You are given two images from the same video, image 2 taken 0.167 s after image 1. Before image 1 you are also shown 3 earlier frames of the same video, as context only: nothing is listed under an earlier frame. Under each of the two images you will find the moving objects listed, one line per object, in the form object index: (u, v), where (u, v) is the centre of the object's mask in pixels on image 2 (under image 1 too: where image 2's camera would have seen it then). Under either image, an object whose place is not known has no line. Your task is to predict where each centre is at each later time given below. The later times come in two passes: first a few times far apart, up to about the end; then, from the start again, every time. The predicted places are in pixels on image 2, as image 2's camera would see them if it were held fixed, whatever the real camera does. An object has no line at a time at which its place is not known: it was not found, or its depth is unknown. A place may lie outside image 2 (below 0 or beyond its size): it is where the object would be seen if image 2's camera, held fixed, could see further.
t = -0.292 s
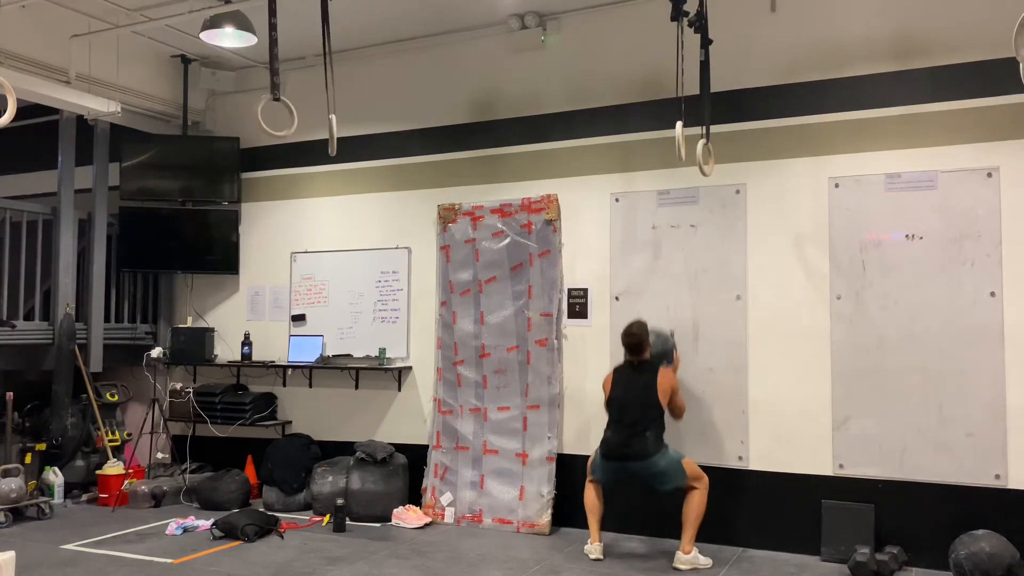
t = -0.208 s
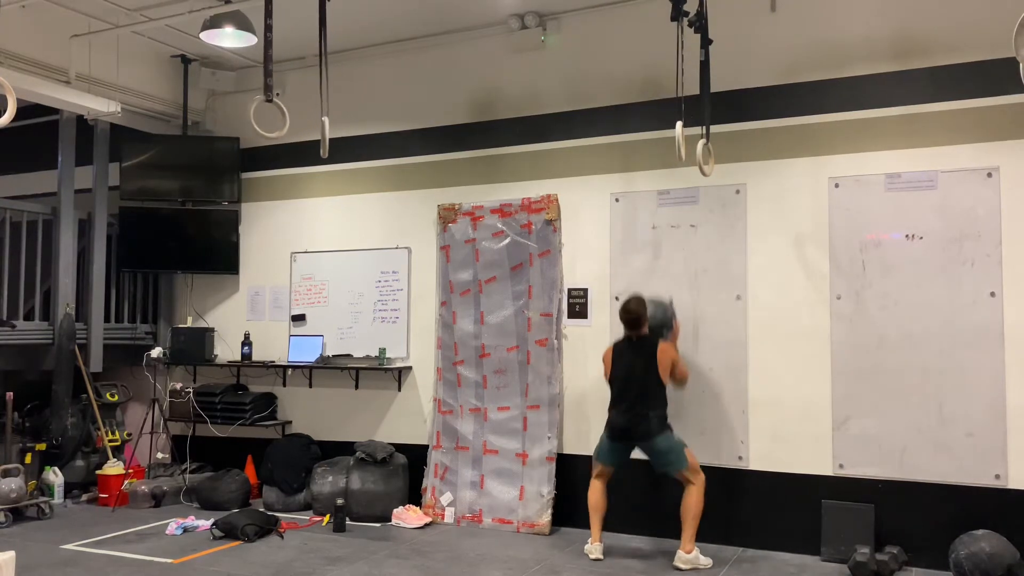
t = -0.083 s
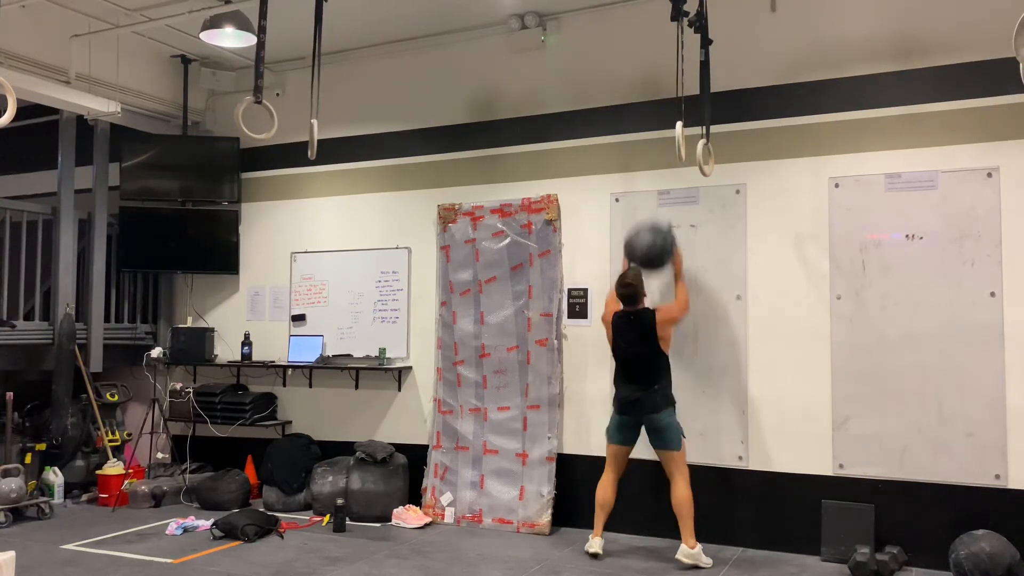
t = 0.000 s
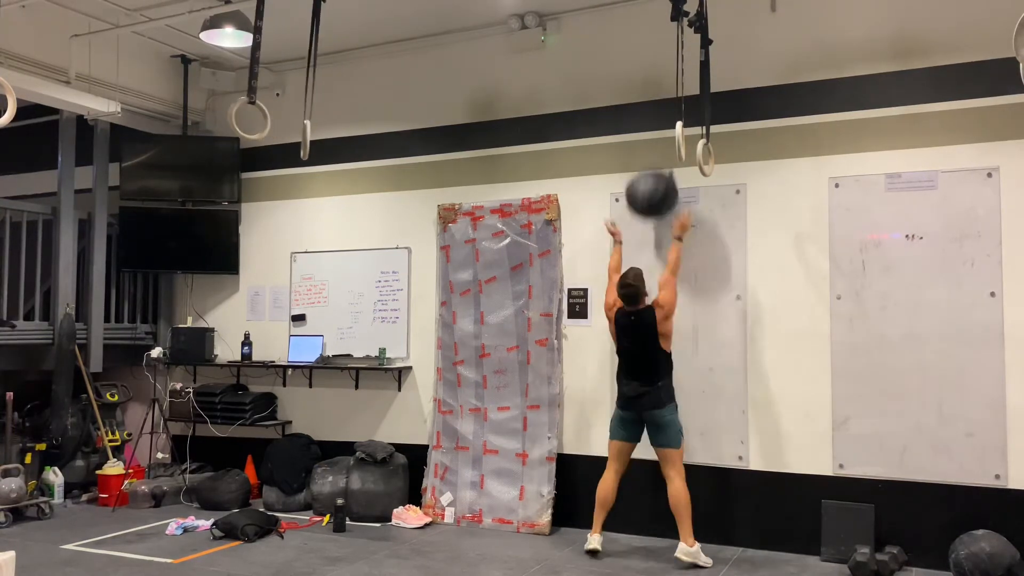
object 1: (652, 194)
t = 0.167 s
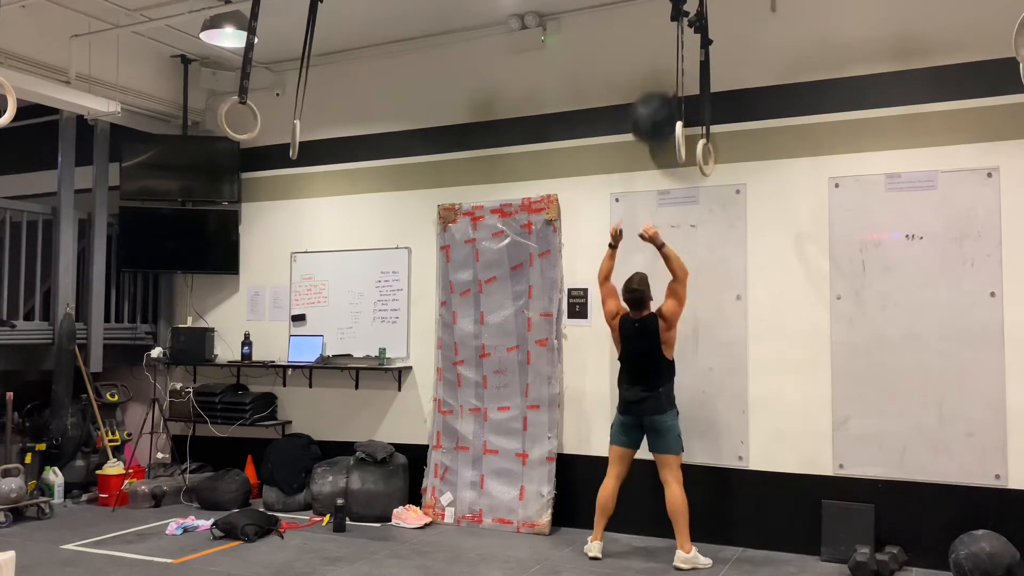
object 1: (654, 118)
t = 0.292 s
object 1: (656, 89)
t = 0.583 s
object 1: (651, 106)
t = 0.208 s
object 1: (655, 105)
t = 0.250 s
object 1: (656, 96)
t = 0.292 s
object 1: (656, 89)
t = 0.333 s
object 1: (656, 85)
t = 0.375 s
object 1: (655, 82)
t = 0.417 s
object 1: (655, 83)
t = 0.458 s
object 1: (654, 85)
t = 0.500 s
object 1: (653, 90)
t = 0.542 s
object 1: (652, 97)
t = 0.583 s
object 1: (651, 106)
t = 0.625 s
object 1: (650, 118)
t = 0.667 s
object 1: (650, 132)
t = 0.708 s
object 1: (649, 151)
